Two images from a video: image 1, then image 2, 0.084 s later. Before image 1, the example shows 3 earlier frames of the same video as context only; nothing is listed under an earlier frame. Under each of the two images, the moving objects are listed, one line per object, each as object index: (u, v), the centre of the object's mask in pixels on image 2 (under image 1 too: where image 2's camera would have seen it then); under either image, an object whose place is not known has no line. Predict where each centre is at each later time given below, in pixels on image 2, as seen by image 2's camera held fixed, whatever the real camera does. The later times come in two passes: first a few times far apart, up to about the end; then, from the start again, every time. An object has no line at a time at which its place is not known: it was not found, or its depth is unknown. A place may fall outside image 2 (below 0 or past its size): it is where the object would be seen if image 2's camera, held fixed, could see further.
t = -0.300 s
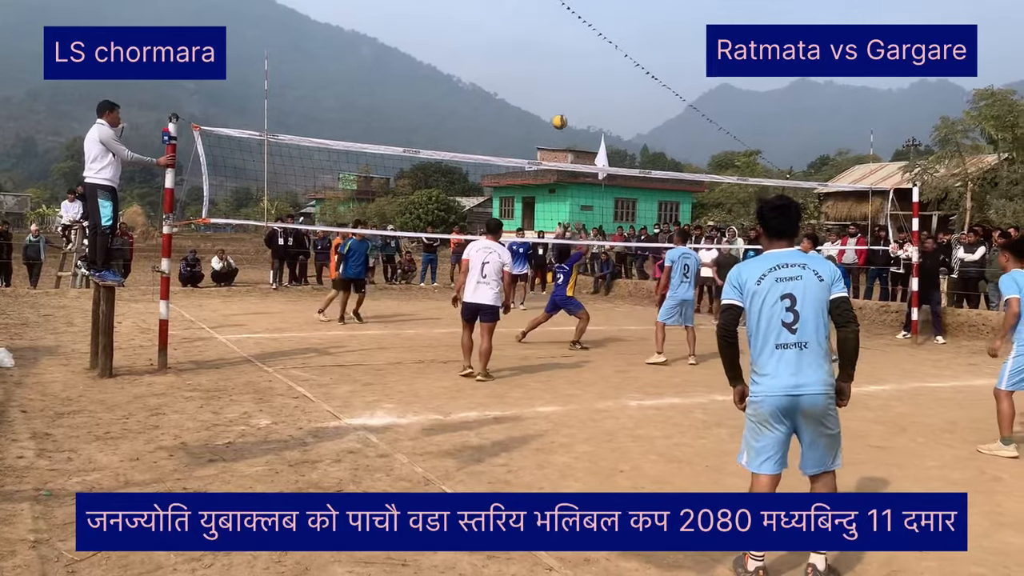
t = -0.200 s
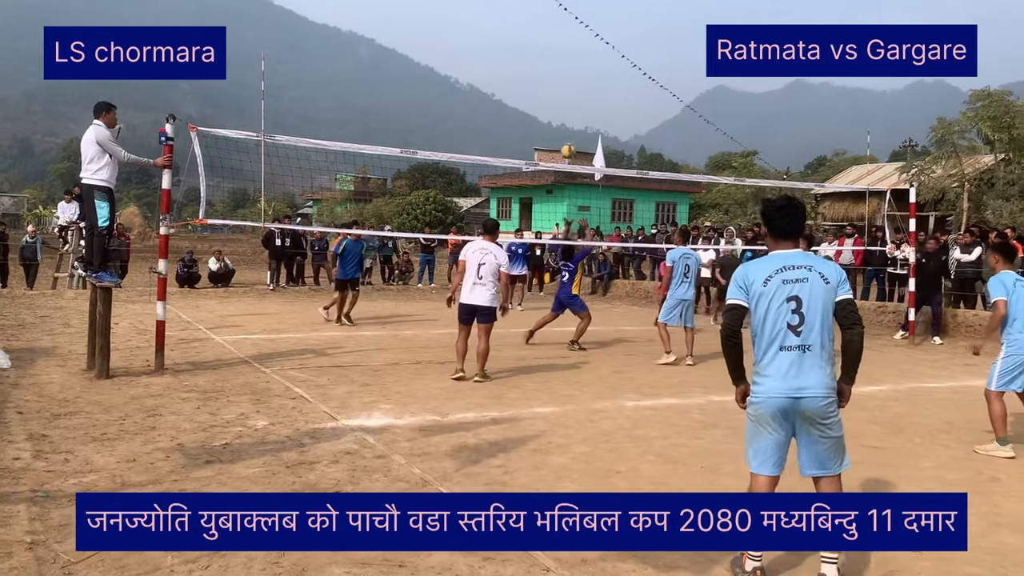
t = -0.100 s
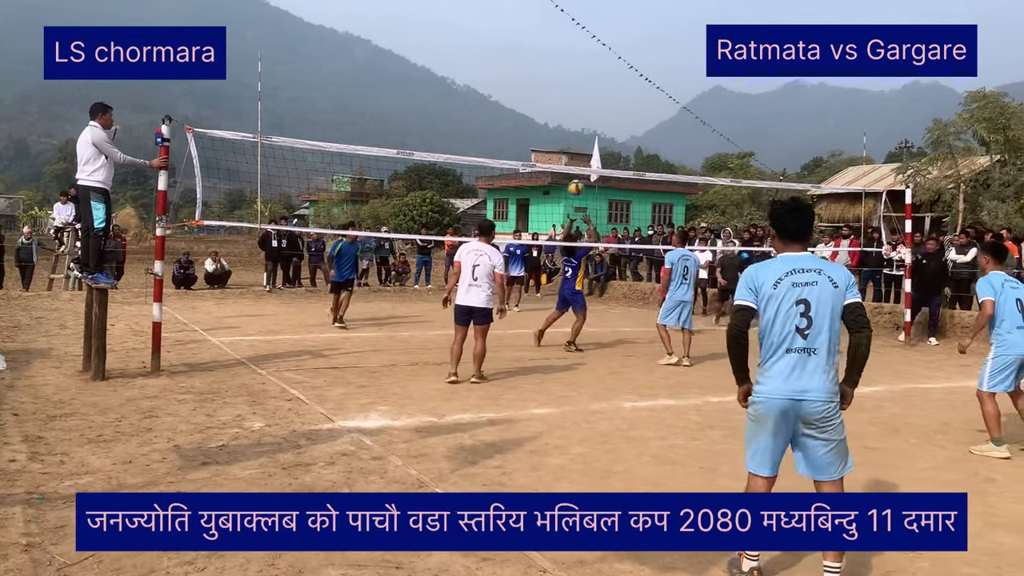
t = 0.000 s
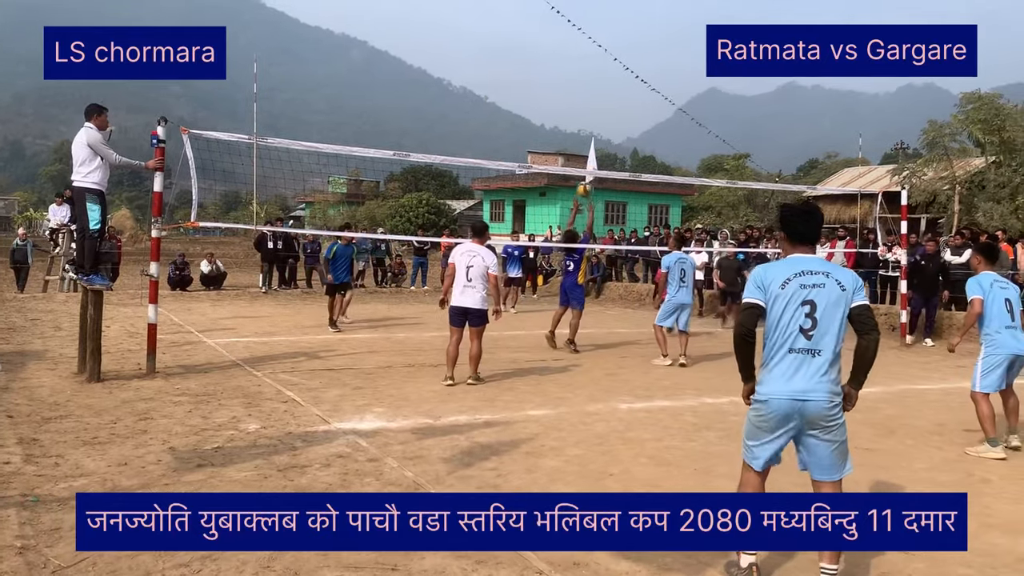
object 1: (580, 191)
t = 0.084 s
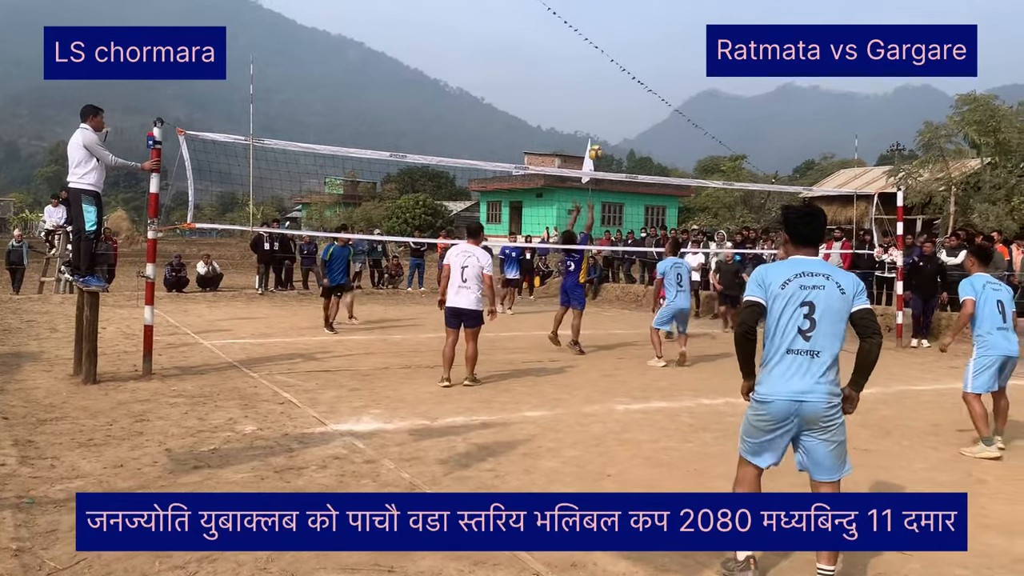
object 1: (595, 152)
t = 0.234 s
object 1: (621, 100)
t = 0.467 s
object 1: (658, 54)
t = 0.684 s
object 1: (688, 48)
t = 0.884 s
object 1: (715, 76)
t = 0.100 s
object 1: (598, 146)
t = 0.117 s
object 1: (601, 140)
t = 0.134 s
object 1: (604, 134)
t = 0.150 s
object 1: (607, 128)
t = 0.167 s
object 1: (609, 122)
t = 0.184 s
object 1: (612, 116)
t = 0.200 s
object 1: (615, 111)
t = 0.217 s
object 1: (618, 105)
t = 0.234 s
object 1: (621, 100)
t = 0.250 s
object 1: (623, 96)
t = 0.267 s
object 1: (626, 91)
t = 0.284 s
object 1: (629, 87)
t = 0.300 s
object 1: (632, 82)
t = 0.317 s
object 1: (635, 79)
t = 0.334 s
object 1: (637, 75)
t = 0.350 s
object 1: (640, 71)
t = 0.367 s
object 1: (643, 68)
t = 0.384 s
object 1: (645, 65)
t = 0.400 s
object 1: (648, 63)
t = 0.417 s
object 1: (650, 60)
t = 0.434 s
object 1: (653, 58)
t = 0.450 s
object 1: (655, 56)
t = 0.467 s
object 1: (658, 54)
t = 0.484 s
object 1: (660, 52)
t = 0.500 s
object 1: (663, 51)
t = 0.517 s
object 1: (665, 50)
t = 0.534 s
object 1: (668, 48)
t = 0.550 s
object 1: (670, 47)
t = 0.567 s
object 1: (672, 47)
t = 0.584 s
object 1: (674, 46)
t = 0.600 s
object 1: (677, 46)
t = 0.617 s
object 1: (679, 46)
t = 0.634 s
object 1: (681, 46)
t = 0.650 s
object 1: (684, 47)
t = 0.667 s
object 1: (686, 47)
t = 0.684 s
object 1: (688, 48)
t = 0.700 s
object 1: (690, 49)
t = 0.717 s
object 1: (692, 50)
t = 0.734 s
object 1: (694, 52)
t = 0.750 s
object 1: (697, 53)
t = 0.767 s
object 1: (699, 55)
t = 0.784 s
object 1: (700, 57)
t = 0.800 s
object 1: (703, 59)
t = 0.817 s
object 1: (705, 62)
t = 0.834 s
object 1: (707, 64)
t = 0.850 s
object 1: (709, 67)
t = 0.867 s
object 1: (713, 72)
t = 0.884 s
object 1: (715, 76)
